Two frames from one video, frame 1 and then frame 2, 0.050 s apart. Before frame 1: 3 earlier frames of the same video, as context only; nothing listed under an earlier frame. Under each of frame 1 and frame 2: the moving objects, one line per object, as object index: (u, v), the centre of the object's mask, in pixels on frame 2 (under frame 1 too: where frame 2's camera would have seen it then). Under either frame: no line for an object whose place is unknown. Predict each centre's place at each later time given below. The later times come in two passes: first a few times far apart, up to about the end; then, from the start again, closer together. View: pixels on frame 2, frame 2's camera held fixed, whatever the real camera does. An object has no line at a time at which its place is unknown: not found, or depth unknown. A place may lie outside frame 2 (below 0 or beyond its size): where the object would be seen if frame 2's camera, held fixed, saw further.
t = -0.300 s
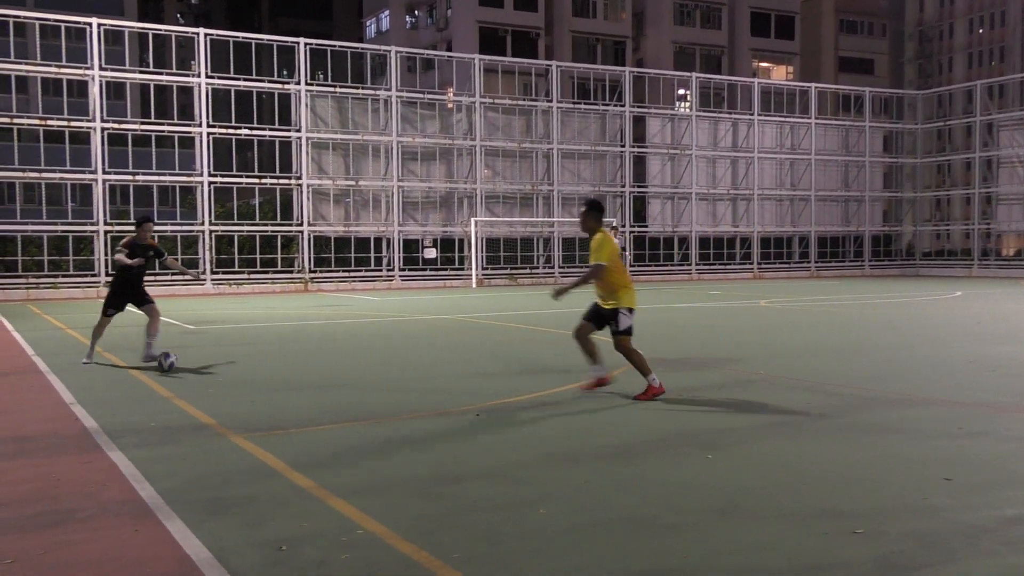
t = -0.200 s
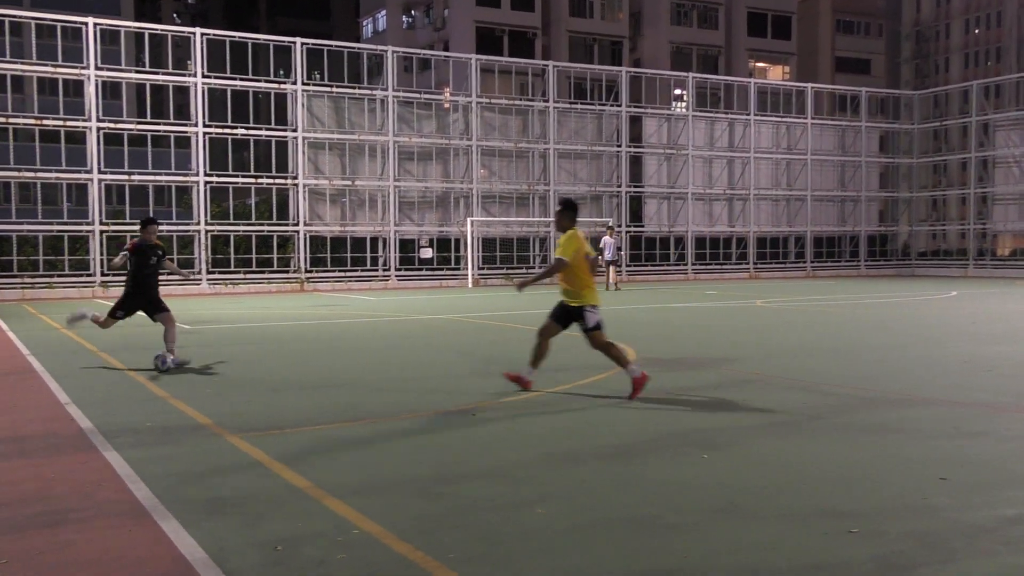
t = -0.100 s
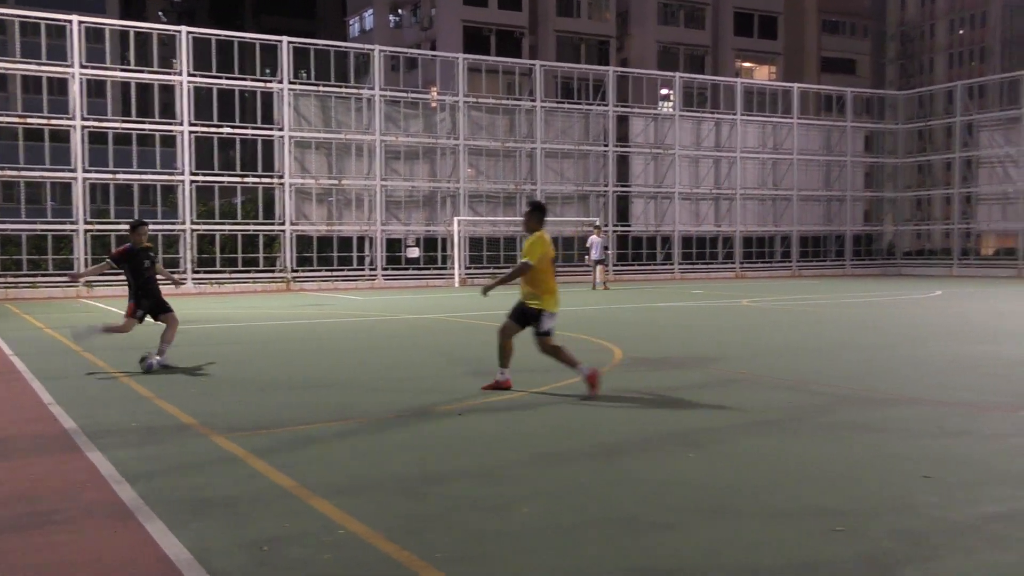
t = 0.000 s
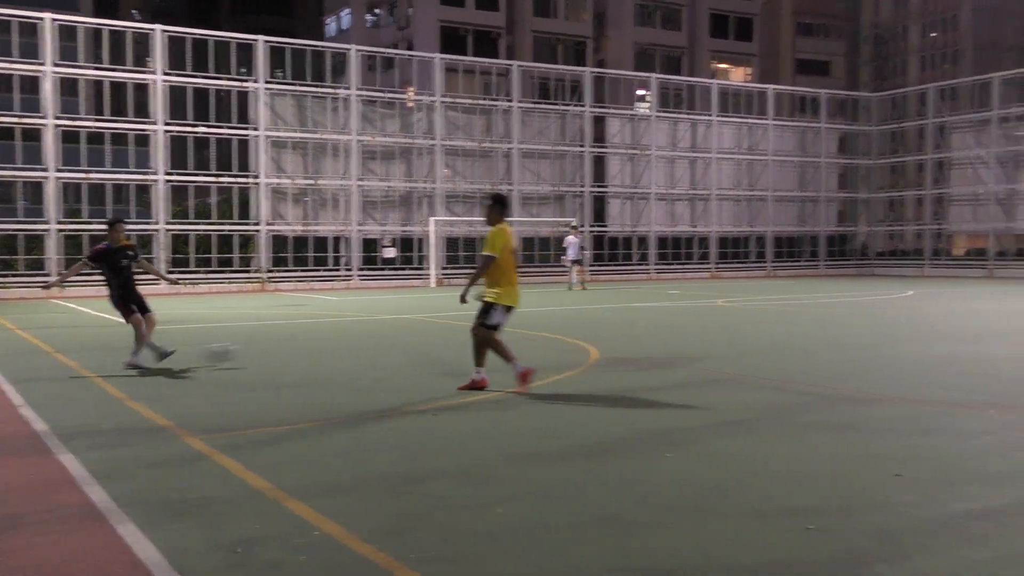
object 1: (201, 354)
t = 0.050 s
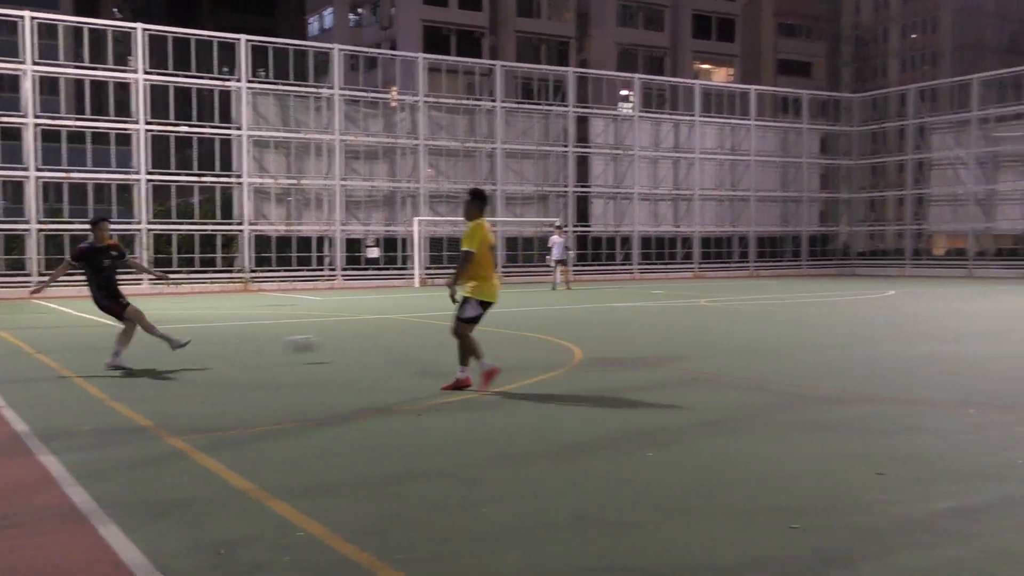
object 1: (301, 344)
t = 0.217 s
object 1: (573, 335)
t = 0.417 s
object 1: (781, 318)
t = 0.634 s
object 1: (928, 305)
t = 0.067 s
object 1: (332, 342)
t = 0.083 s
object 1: (363, 339)
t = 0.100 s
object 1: (392, 338)
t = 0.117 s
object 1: (420, 337)
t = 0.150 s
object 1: (479, 336)
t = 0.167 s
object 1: (500, 335)
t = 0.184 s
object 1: (526, 334)
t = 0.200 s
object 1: (551, 335)
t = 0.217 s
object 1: (573, 335)
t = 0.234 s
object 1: (594, 336)
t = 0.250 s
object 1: (616, 335)
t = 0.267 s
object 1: (634, 332)
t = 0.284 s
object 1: (653, 329)
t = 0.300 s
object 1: (670, 327)
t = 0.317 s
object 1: (686, 324)
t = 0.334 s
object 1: (704, 322)
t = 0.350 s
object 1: (720, 322)
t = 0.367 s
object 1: (735, 320)
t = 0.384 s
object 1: (751, 319)
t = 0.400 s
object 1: (766, 319)
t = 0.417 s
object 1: (781, 318)
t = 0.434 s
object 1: (795, 318)
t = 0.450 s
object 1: (809, 319)
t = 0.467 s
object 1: (823, 319)
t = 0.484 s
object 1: (838, 320)
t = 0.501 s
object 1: (848, 319)
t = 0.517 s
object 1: (859, 316)
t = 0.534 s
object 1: (869, 314)
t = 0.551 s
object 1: (881, 312)
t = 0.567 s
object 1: (890, 310)
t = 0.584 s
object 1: (899, 309)
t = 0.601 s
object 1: (909, 307)
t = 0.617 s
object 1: (919, 306)
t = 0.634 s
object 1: (928, 305)
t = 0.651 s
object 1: (937, 305)
